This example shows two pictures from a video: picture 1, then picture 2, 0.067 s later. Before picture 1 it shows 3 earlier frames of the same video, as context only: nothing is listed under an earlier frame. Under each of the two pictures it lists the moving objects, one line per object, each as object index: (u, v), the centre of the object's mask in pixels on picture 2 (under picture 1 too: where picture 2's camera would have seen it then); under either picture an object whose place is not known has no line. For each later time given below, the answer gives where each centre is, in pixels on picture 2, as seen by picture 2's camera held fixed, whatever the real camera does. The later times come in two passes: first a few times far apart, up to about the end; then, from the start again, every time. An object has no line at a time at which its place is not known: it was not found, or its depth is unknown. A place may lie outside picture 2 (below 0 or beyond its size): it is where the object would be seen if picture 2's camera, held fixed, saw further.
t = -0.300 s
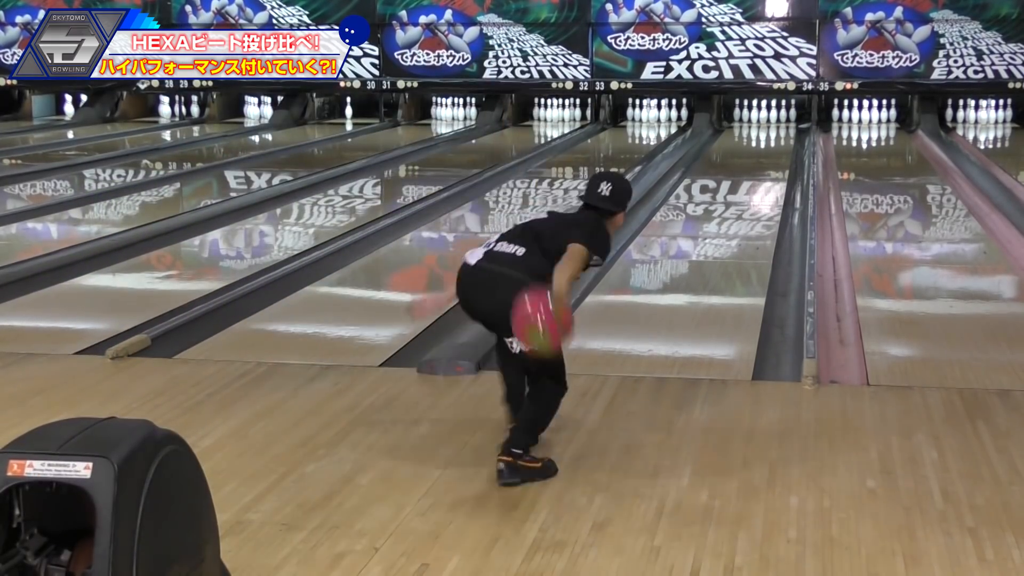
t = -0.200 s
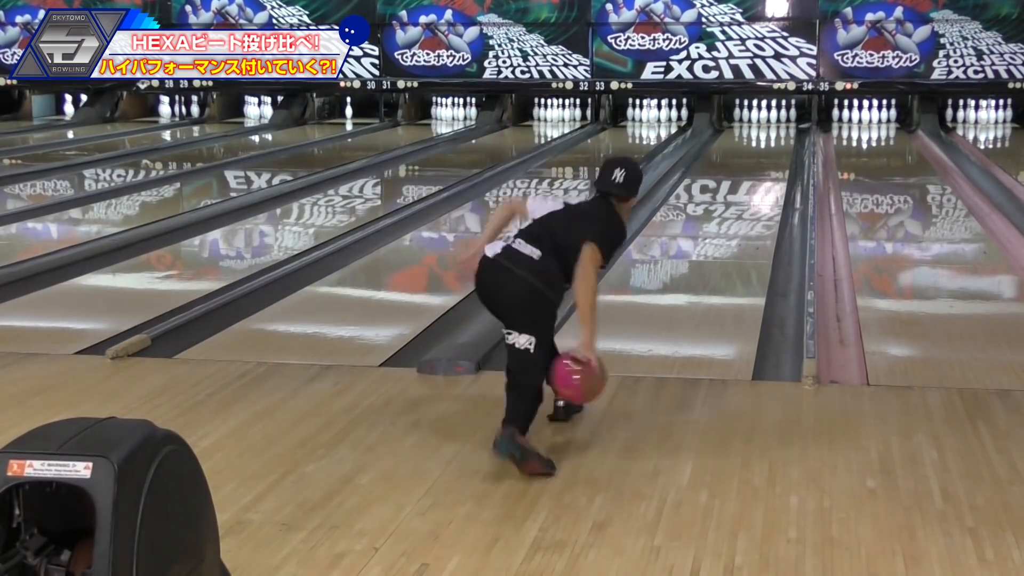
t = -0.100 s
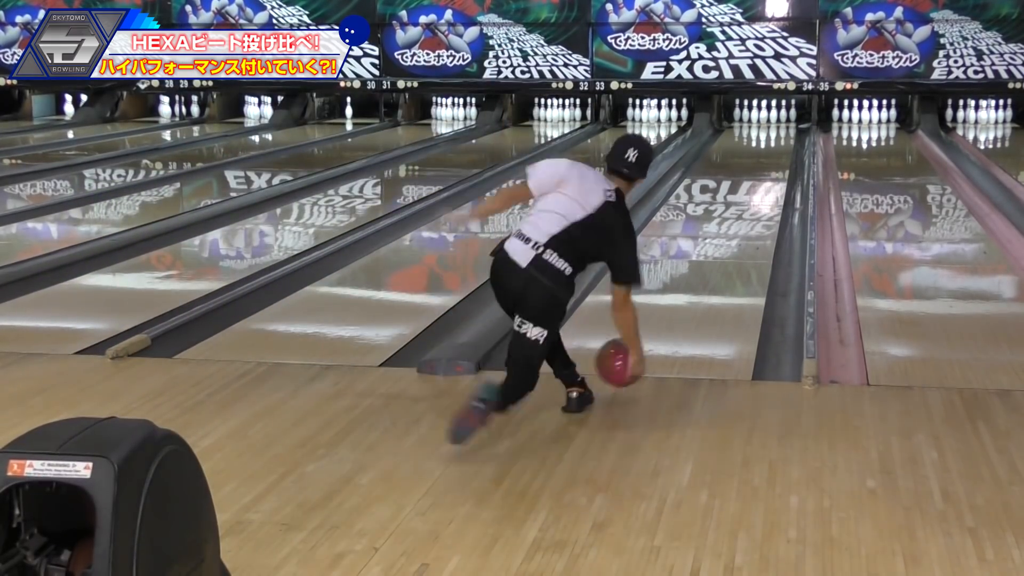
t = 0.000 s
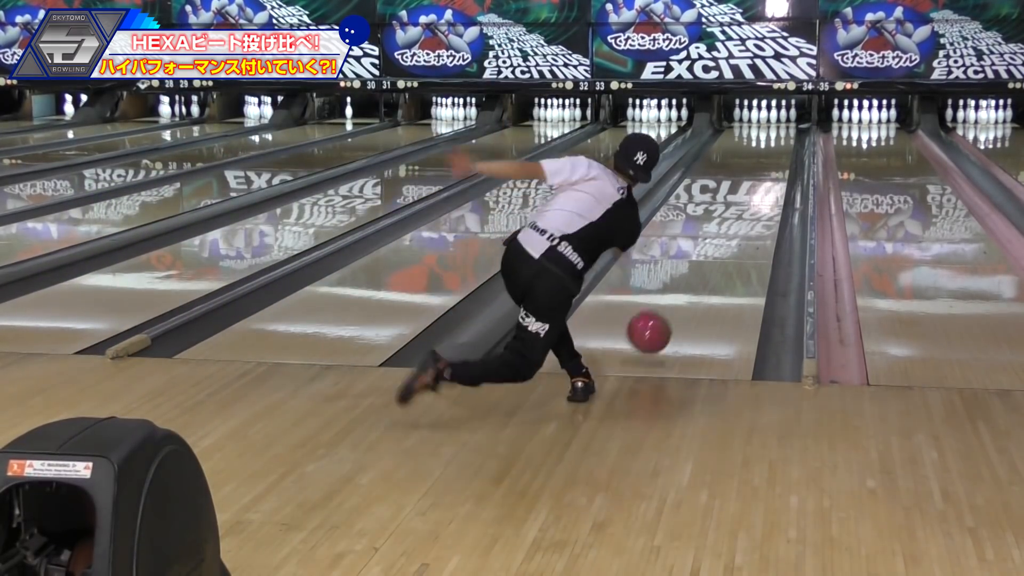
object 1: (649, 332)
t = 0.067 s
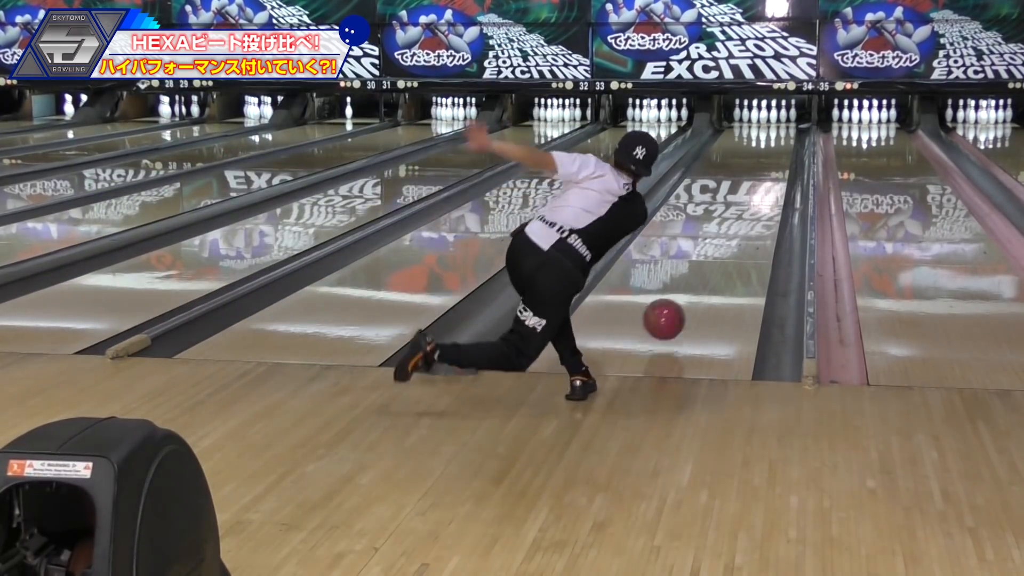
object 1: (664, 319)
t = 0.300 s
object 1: (705, 274)
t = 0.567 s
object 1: (736, 232)
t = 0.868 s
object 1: (759, 199)
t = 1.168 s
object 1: (774, 177)
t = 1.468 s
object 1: (783, 158)
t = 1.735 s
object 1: (786, 145)
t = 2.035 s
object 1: (785, 134)
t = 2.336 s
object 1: (777, 125)
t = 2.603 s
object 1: (767, 119)
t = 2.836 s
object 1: (765, 116)
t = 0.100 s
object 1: (671, 316)
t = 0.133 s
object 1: (677, 308)
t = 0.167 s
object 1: (684, 301)
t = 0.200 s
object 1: (689, 293)
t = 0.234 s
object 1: (695, 286)
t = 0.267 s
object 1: (700, 280)
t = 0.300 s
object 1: (705, 274)
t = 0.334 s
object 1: (710, 268)
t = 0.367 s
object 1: (714, 261)
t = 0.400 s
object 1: (718, 256)
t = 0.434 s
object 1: (722, 251)
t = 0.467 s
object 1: (726, 246)
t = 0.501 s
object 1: (730, 241)
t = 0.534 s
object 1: (733, 236)
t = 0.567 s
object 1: (736, 232)
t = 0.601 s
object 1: (740, 228)
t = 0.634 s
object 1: (742, 223)
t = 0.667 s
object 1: (745, 219)
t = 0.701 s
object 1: (748, 216)
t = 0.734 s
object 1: (750, 212)
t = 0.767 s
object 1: (753, 209)
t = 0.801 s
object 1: (755, 205)
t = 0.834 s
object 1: (757, 202)
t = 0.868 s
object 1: (759, 199)
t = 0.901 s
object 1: (761, 196)
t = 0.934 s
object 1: (763, 193)
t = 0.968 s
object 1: (765, 191)
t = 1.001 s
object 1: (766, 188)
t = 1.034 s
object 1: (768, 185)
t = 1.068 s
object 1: (770, 182)
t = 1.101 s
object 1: (771, 180)
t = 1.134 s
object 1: (772, 179)
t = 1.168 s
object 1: (774, 177)
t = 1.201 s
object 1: (775, 173)
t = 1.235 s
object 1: (776, 172)
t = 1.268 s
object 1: (778, 169)
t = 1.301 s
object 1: (779, 167)
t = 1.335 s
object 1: (780, 165)
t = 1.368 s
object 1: (780, 163)
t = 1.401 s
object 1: (781, 162)
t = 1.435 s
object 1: (782, 160)
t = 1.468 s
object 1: (783, 158)
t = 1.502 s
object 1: (783, 156)
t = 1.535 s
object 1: (784, 154)
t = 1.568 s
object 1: (785, 153)
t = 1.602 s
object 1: (785, 151)
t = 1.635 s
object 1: (785, 150)
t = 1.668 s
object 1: (786, 148)
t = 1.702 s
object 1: (786, 147)
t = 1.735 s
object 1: (786, 145)
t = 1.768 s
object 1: (786, 144)
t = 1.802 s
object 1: (786, 143)
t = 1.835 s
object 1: (786, 141)
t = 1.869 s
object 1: (786, 140)
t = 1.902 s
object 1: (787, 138)
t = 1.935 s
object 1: (786, 137)
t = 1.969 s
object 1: (786, 136)
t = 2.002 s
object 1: (786, 135)
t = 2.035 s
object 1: (785, 134)
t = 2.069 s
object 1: (785, 133)
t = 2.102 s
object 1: (784, 132)
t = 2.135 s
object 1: (783, 131)
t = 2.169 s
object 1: (782, 130)
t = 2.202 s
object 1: (781, 128)
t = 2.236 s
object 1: (781, 128)
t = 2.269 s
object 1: (780, 127)
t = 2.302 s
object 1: (778, 126)
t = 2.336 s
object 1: (777, 125)
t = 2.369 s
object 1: (775, 124)
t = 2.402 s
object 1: (774, 124)
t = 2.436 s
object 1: (773, 122)
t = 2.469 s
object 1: (772, 121)
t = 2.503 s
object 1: (770, 120)
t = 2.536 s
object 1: (769, 120)
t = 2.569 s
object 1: (767, 119)
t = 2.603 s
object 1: (767, 119)
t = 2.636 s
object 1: (767, 118)
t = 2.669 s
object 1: (766, 117)
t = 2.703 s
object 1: (765, 117)
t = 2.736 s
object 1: (765, 117)
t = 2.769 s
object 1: (766, 116)
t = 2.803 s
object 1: (765, 116)
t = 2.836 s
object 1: (765, 116)
